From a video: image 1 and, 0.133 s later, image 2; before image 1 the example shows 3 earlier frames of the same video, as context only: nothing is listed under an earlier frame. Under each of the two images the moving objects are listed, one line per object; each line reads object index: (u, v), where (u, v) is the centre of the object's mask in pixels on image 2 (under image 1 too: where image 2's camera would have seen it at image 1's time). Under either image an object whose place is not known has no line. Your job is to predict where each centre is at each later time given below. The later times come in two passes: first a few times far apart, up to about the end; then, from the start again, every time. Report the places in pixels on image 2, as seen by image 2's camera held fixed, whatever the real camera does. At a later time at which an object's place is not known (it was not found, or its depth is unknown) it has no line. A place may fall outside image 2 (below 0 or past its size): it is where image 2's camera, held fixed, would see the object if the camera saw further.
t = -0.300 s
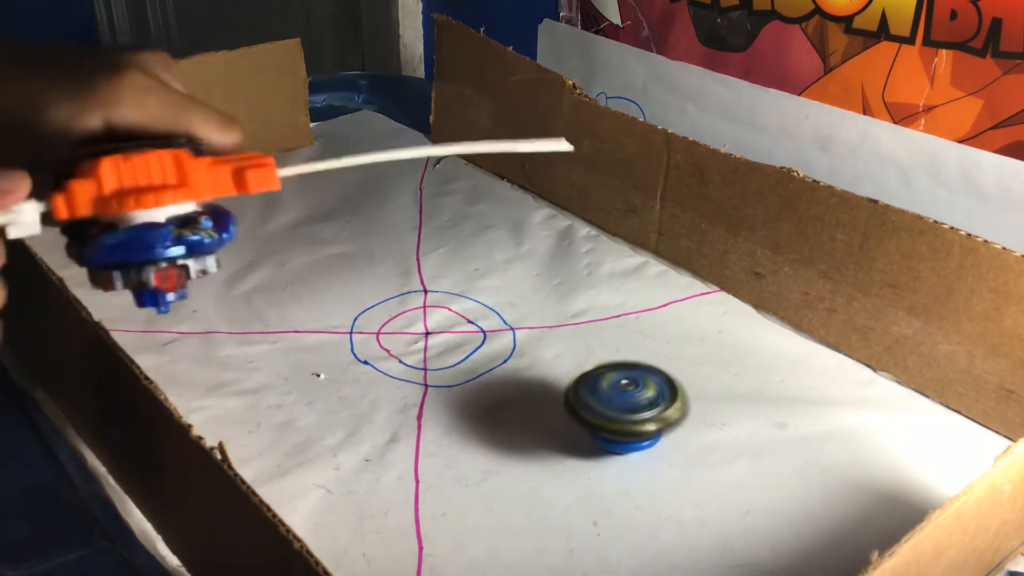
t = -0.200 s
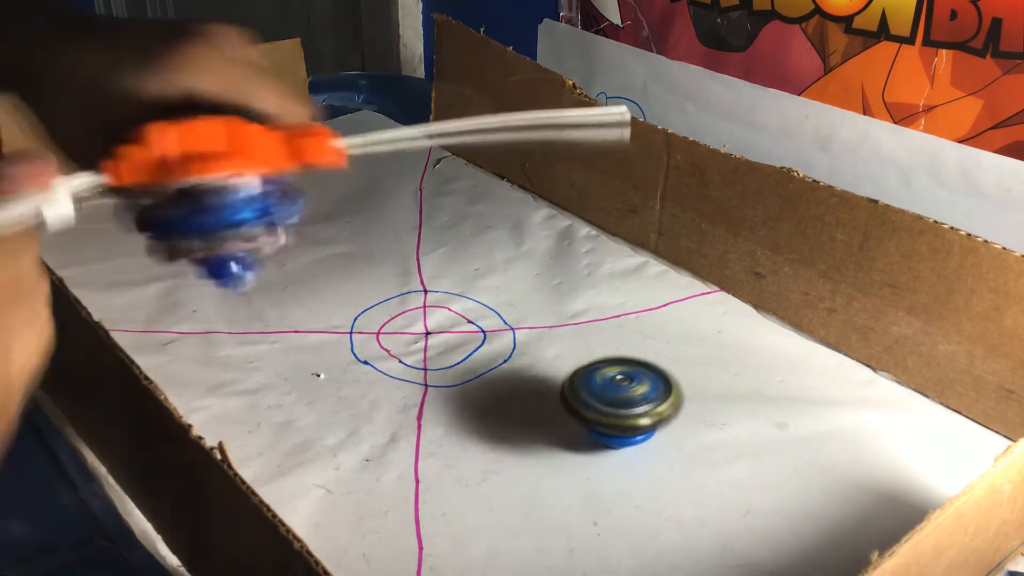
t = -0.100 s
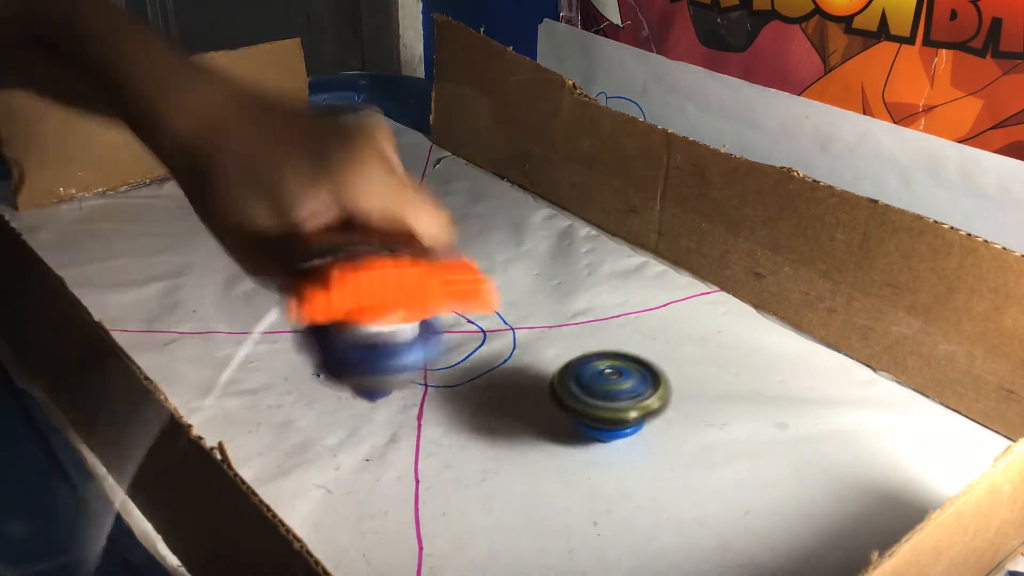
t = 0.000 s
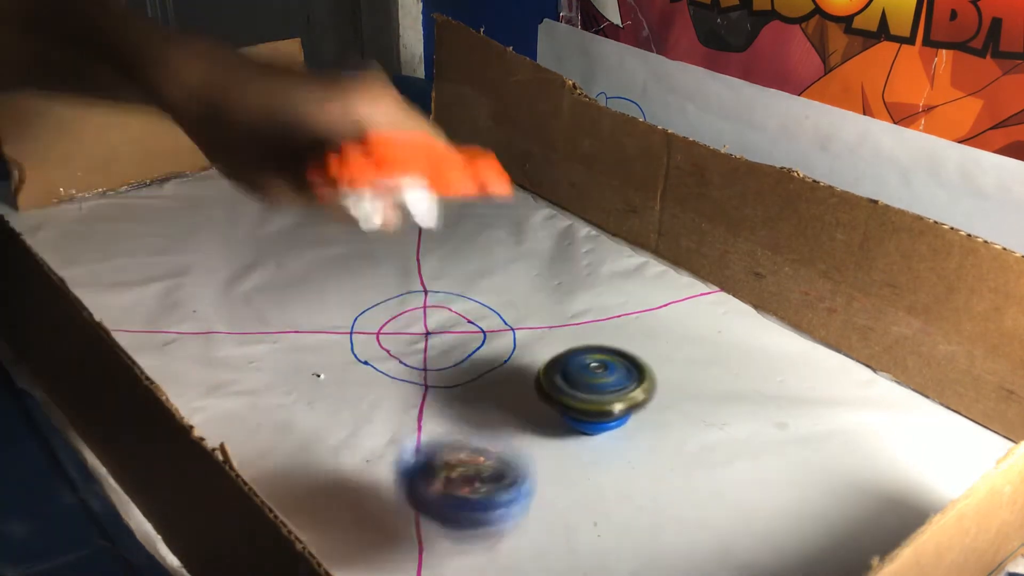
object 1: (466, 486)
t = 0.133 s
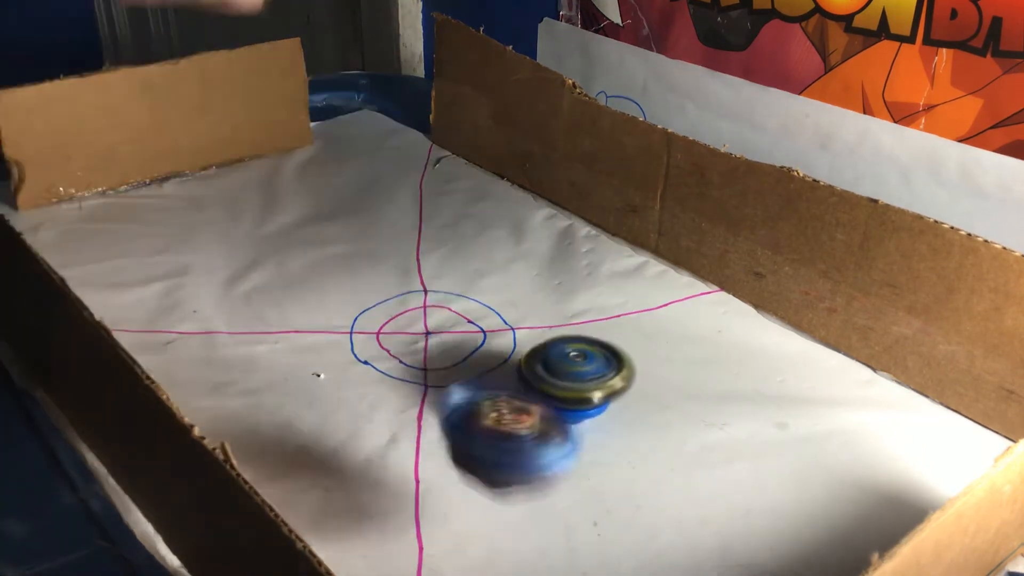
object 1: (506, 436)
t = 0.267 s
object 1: (515, 415)
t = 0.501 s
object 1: (455, 363)
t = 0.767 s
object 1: (313, 288)
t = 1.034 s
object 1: (193, 228)
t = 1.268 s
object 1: (140, 188)
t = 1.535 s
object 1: (136, 189)
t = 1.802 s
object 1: (190, 236)
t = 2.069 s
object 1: (299, 265)
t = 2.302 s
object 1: (357, 317)
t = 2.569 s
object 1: (513, 364)
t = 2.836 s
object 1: (677, 372)
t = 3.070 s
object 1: (803, 378)
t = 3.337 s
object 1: (933, 406)
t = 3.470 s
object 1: (982, 418)
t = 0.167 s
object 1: (521, 478)
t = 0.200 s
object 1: (522, 455)
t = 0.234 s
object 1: (517, 425)
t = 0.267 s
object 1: (515, 415)
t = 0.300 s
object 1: (512, 421)
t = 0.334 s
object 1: (505, 410)
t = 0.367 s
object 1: (494, 395)
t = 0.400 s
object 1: (485, 395)
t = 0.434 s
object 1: (476, 383)
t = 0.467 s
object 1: (465, 373)
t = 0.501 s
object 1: (455, 363)
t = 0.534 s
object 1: (446, 352)
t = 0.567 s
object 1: (437, 338)
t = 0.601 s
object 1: (426, 325)
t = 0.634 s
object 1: (415, 312)
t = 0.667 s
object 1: (388, 304)
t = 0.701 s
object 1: (360, 299)
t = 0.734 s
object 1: (336, 295)
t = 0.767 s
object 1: (313, 288)
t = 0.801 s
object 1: (292, 281)
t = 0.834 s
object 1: (271, 275)
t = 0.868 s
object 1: (251, 267)
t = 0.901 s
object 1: (236, 259)
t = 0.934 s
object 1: (223, 251)
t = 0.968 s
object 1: (213, 242)
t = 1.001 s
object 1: (203, 234)
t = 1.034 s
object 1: (193, 228)
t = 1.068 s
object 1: (184, 221)
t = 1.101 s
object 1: (175, 217)
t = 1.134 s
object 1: (166, 211)
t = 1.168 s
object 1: (160, 207)
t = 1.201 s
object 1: (152, 200)
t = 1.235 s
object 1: (146, 194)
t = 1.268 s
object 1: (140, 188)
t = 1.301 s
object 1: (137, 184)
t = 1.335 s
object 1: (133, 178)
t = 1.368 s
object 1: (131, 173)
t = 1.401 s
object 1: (130, 175)
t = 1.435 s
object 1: (130, 178)
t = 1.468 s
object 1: (131, 181)
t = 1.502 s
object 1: (133, 186)
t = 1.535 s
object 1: (136, 189)
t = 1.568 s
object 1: (142, 195)
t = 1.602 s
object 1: (146, 200)
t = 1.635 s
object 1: (151, 205)
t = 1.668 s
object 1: (157, 210)
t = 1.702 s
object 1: (164, 217)
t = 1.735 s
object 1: (173, 223)
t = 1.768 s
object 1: (181, 230)
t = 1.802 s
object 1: (190, 236)
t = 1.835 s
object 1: (200, 243)
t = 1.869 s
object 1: (215, 251)
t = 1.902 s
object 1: (229, 256)
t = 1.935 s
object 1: (243, 259)
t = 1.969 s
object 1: (259, 261)
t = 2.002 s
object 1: (274, 262)
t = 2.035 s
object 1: (287, 263)
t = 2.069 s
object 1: (299, 265)
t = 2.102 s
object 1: (308, 268)
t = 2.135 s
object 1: (316, 273)
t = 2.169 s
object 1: (322, 282)
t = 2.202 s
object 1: (327, 290)
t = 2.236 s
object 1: (334, 300)
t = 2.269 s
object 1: (343, 309)
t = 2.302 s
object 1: (357, 317)
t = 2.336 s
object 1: (370, 325)
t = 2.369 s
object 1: (391, 333)
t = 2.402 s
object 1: (408, 339)
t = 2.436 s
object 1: (429, 346)
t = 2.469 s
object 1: (450, 354)
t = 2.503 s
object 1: (472, 358)
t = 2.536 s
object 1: (491, 361)
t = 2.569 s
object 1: (513, 364)
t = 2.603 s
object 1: (535, 368)
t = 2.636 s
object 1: (557, 370)
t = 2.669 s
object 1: (577, 371)
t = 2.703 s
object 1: (597, 371)
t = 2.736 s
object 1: (618, 372)
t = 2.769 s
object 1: (638, 372)
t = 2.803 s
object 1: (658, 372)
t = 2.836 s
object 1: (677, 372)
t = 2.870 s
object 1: (696, 373)
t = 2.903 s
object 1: (715, 374)
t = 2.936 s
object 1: (733, 375)
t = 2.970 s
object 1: (752, 375)
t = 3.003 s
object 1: (769, 378)
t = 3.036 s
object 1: (787, 377)
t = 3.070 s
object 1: (803, 378)
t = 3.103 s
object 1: (818, 380)
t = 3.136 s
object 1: (834, 383)
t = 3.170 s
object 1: (849, 386)
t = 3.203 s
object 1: (865, 389)
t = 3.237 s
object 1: (880, 392)
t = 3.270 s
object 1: (898, 396)
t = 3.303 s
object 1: (916, 400)
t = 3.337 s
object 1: (933, 406)
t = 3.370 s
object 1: (952, 413)
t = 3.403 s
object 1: (963, 416)
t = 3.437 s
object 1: (973, 418)
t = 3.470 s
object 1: (982, 418)
